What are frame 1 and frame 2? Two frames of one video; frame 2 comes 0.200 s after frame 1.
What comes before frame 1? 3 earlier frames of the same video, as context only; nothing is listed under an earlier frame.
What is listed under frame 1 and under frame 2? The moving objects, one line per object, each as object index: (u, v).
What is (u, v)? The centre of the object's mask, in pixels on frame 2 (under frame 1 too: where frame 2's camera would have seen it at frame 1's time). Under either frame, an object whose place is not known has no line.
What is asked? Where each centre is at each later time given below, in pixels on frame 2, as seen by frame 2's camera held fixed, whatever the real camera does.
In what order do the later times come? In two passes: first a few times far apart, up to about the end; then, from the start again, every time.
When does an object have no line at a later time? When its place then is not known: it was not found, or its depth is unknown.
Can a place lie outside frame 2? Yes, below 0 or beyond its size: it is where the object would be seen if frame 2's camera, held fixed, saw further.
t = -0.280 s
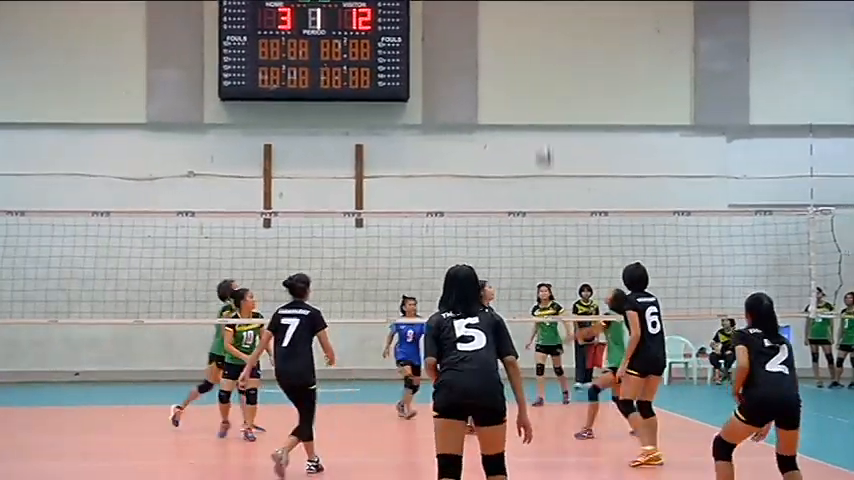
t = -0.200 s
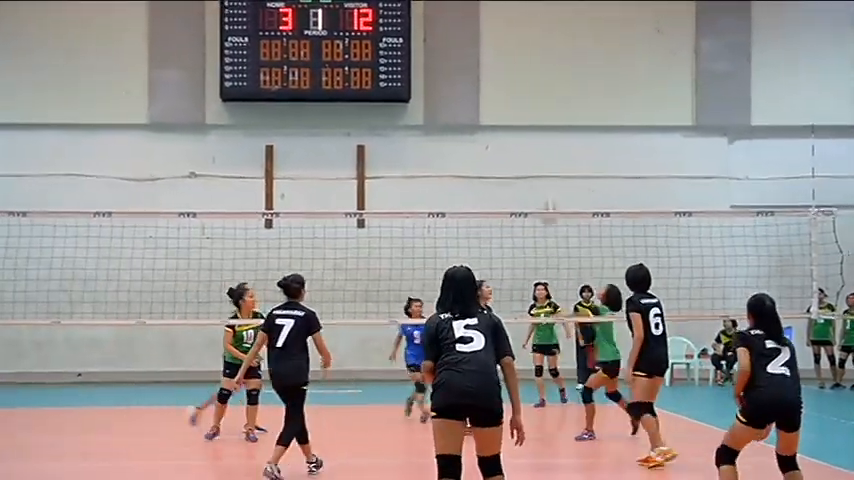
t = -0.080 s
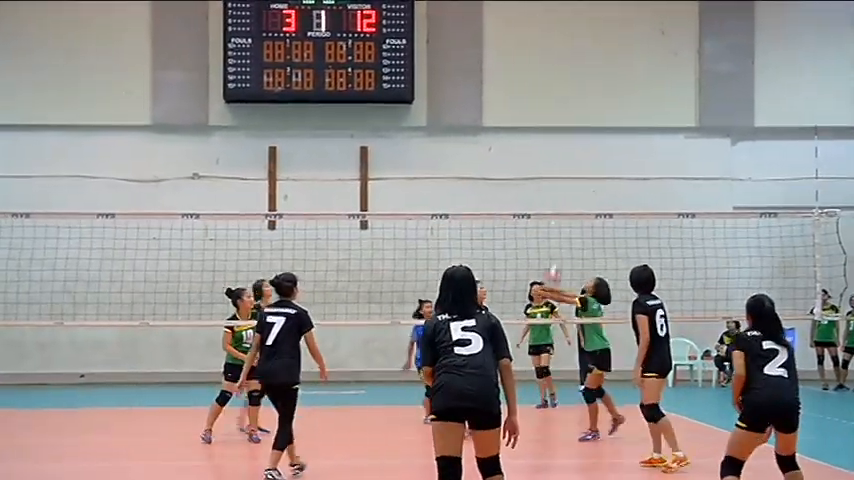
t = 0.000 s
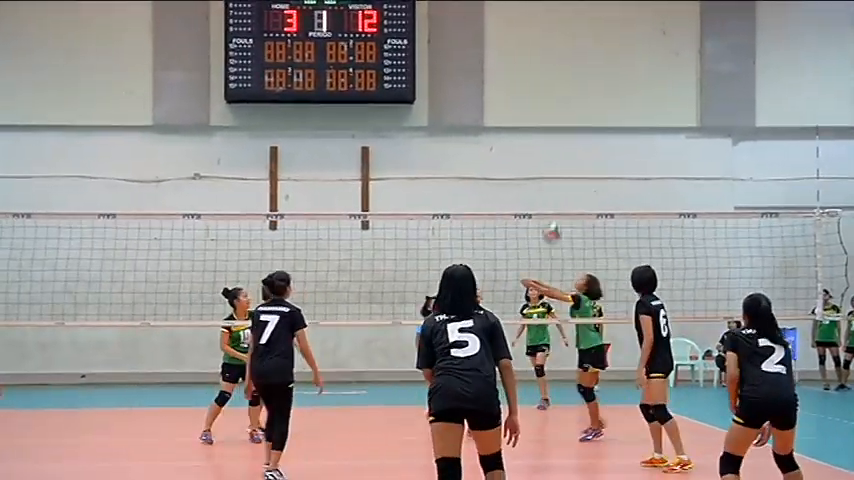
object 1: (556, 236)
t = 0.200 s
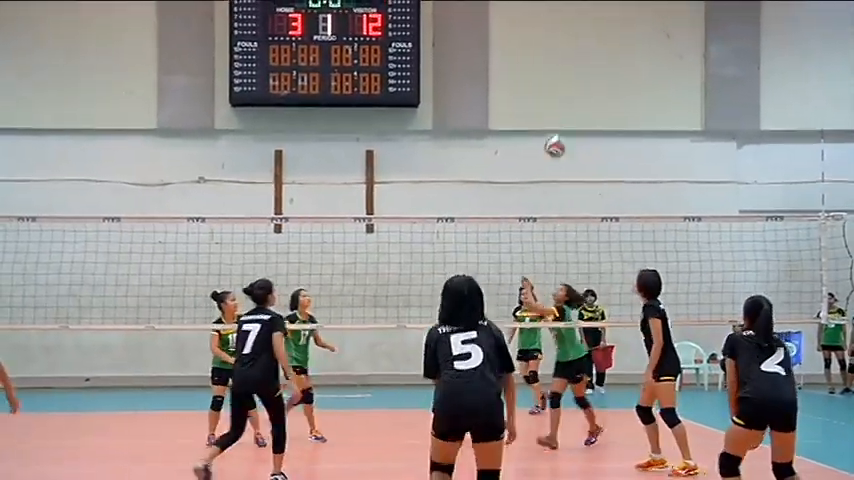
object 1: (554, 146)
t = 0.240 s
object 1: (554, 132)
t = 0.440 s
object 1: (554, 83)
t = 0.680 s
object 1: (558, 79)
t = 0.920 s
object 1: (564, 154)
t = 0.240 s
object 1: (554, 132)
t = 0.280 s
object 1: (554, 119)
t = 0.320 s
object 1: (555, 108)
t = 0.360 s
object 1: (555, 99)
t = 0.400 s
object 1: (554, 90)
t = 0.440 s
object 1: (554, 83)
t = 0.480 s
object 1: (555, 78)
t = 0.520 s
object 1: (555, 75)
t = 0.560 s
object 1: (556, 73)
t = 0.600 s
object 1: (556, 73)
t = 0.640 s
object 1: (557, 75)
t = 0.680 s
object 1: (558, 79)
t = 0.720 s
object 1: (558, 86)
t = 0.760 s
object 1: (558, 94)
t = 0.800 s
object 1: (560, 105)
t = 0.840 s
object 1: (561, 119)
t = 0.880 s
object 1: (562, 135)
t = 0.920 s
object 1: (564, 154)
